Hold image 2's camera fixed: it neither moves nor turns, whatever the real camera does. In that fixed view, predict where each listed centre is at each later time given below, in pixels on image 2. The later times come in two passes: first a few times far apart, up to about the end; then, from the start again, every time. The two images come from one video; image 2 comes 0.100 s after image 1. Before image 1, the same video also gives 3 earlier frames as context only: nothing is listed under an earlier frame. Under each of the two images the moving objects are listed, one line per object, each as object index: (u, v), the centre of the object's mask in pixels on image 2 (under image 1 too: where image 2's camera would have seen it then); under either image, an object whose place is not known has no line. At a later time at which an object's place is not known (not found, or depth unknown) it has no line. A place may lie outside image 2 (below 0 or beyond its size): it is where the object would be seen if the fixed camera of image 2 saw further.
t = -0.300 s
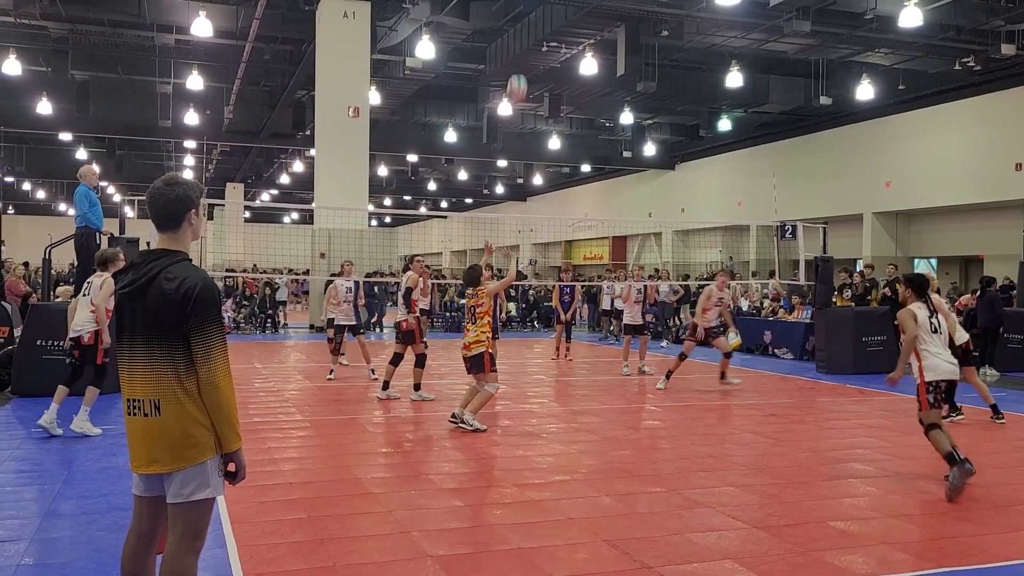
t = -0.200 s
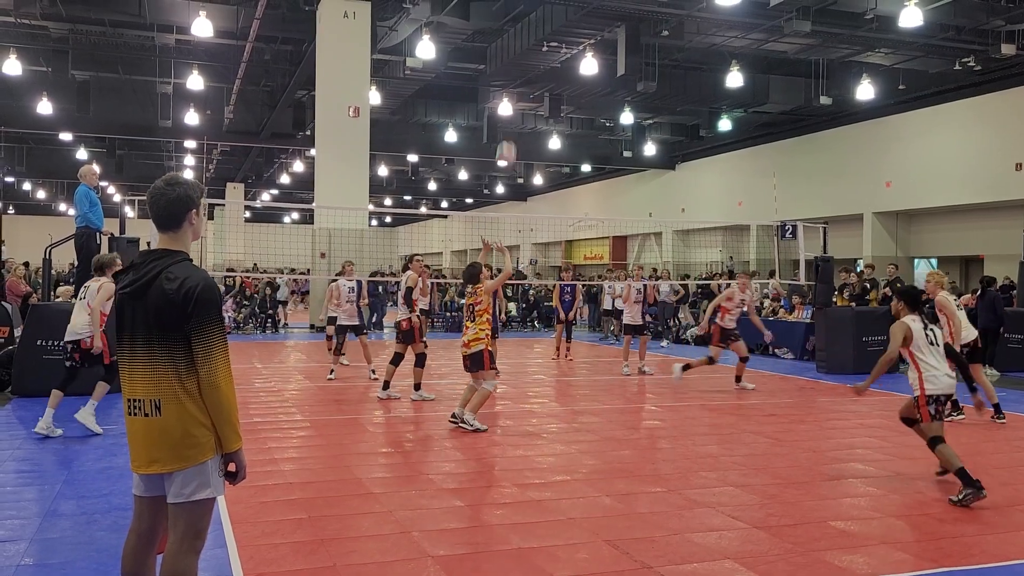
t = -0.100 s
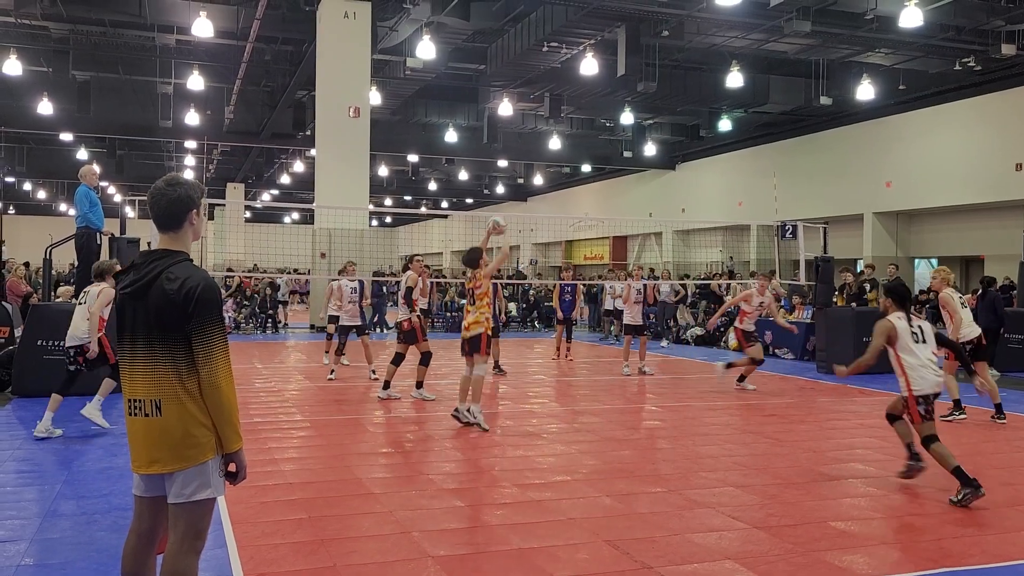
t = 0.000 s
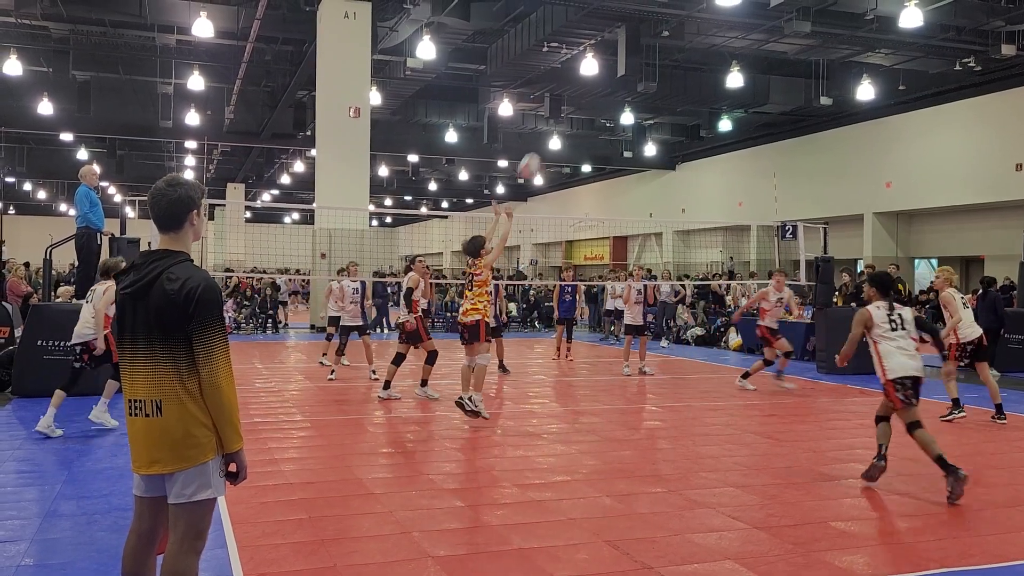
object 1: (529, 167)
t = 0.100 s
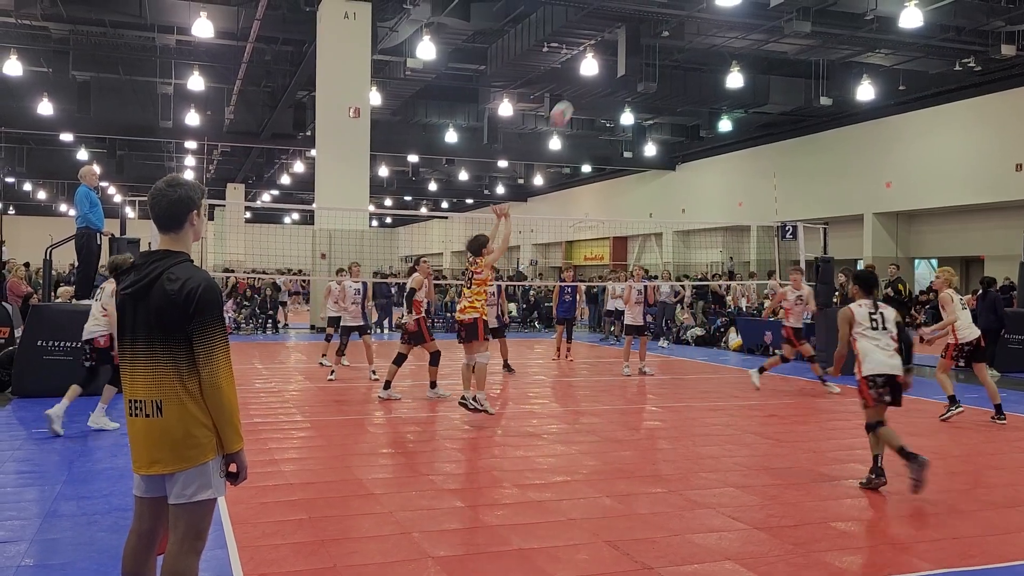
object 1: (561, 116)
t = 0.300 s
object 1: (620, 40)
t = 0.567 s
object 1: (691, 7)
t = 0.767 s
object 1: (740, 20)
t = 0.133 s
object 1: (571, 101)
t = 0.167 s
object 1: (581, 86)
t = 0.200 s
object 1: (592, 74)
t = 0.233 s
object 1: (604, 61)
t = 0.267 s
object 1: (611, 50)
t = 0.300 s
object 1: (620, 40)
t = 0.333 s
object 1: (629, 32)
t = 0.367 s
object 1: (638, 25)
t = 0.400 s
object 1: (647, 19)
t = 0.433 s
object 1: (656, 14)
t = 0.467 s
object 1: (665, 10)
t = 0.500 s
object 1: (674, 8)
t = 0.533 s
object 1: (683, 7)
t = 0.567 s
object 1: (691, 7)
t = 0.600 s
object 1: (699, 7)
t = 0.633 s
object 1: (707, 8)
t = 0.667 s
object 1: (715, 9)
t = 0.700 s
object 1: (724, 12)
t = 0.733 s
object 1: (732, 16)
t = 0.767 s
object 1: (740, 20)
